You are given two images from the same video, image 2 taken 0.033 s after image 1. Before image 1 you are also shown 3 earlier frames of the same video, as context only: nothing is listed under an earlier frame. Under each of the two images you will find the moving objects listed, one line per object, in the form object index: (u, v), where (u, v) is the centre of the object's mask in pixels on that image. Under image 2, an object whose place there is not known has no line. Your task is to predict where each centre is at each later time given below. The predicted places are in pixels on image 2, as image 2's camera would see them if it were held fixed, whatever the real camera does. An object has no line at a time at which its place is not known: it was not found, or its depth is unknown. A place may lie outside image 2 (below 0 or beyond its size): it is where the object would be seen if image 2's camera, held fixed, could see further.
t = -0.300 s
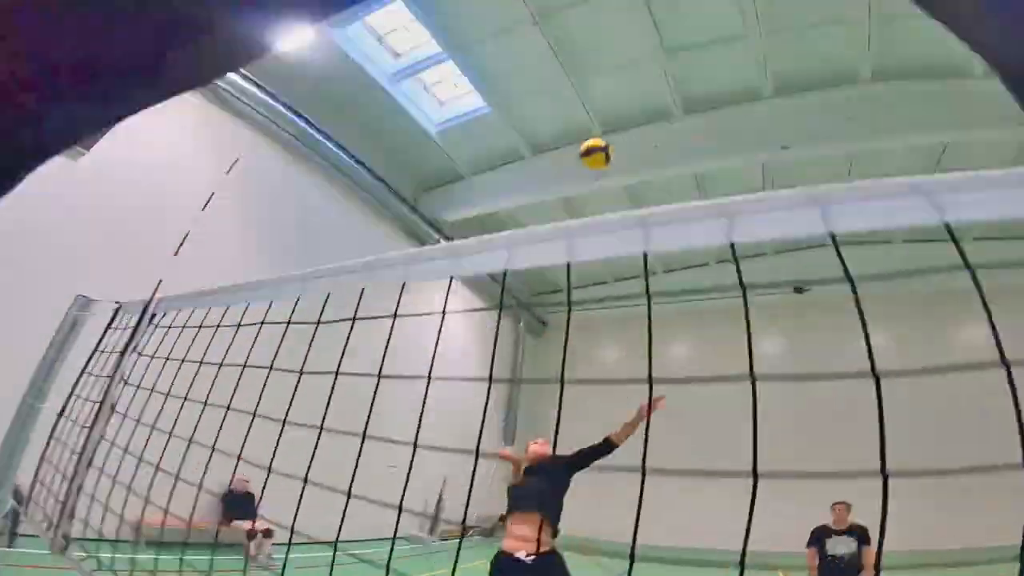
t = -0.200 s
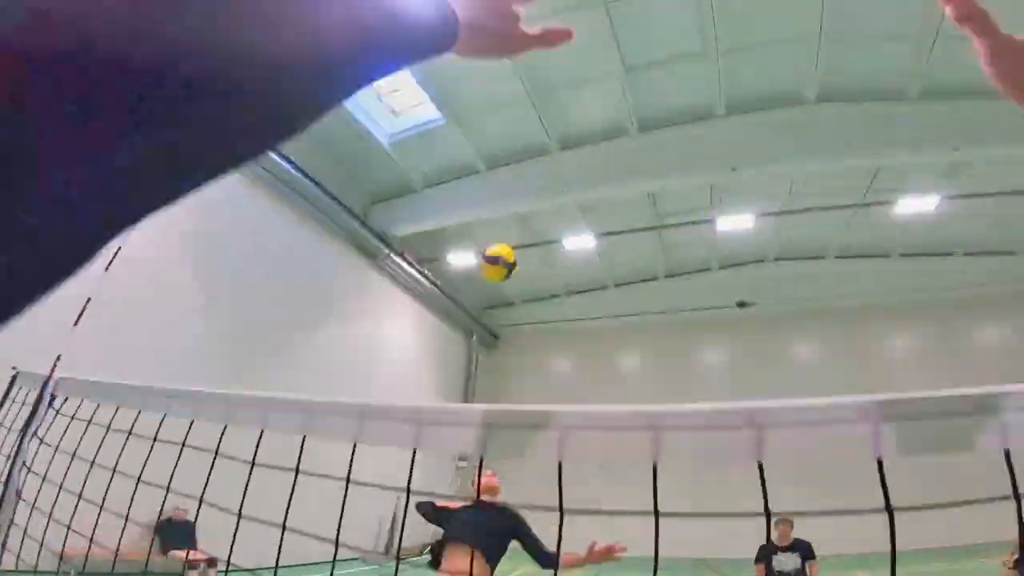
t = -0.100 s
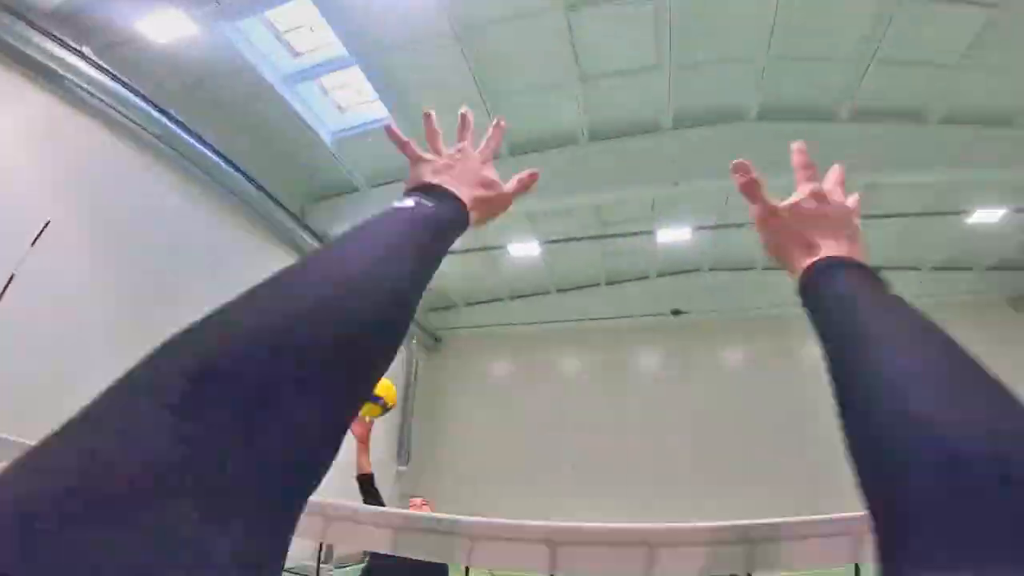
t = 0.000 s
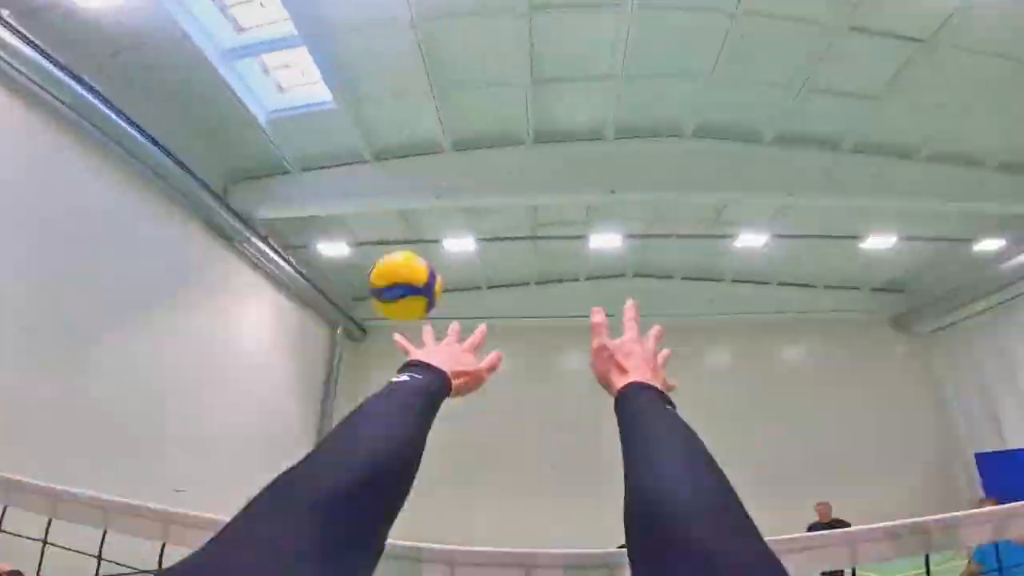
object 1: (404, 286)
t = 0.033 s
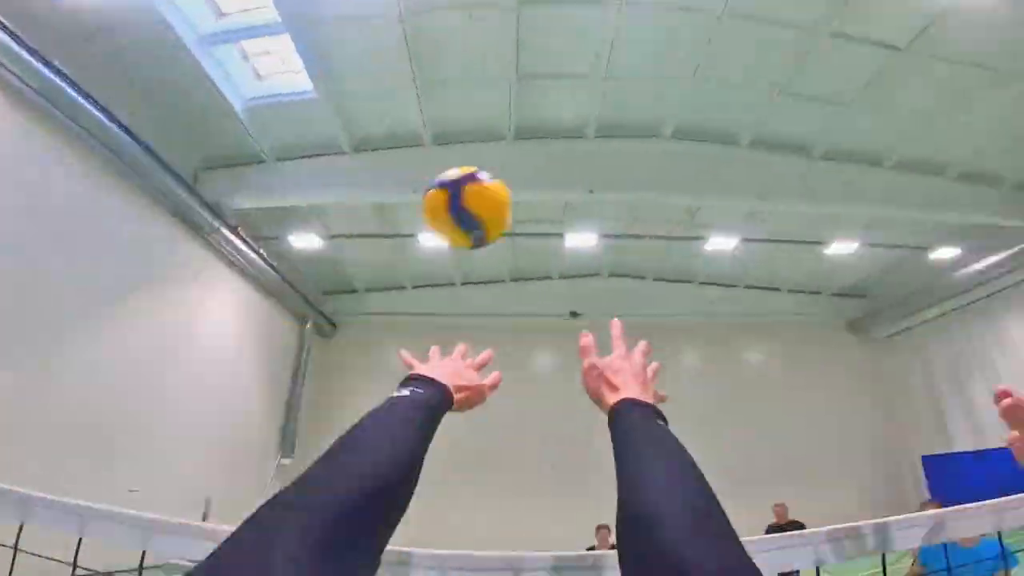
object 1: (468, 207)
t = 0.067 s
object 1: (593, 108)
